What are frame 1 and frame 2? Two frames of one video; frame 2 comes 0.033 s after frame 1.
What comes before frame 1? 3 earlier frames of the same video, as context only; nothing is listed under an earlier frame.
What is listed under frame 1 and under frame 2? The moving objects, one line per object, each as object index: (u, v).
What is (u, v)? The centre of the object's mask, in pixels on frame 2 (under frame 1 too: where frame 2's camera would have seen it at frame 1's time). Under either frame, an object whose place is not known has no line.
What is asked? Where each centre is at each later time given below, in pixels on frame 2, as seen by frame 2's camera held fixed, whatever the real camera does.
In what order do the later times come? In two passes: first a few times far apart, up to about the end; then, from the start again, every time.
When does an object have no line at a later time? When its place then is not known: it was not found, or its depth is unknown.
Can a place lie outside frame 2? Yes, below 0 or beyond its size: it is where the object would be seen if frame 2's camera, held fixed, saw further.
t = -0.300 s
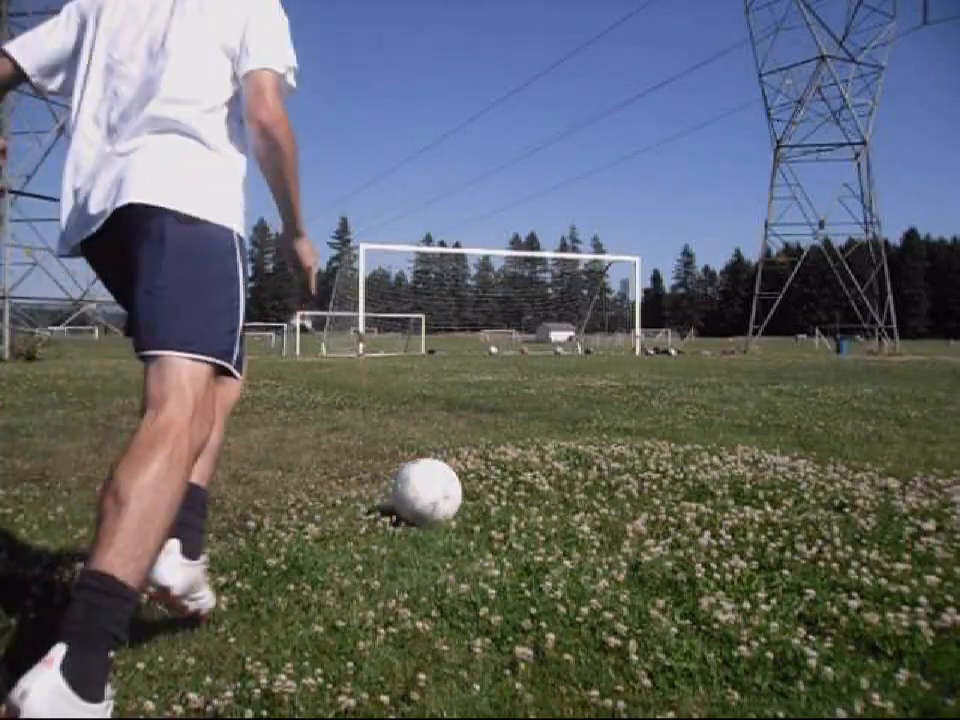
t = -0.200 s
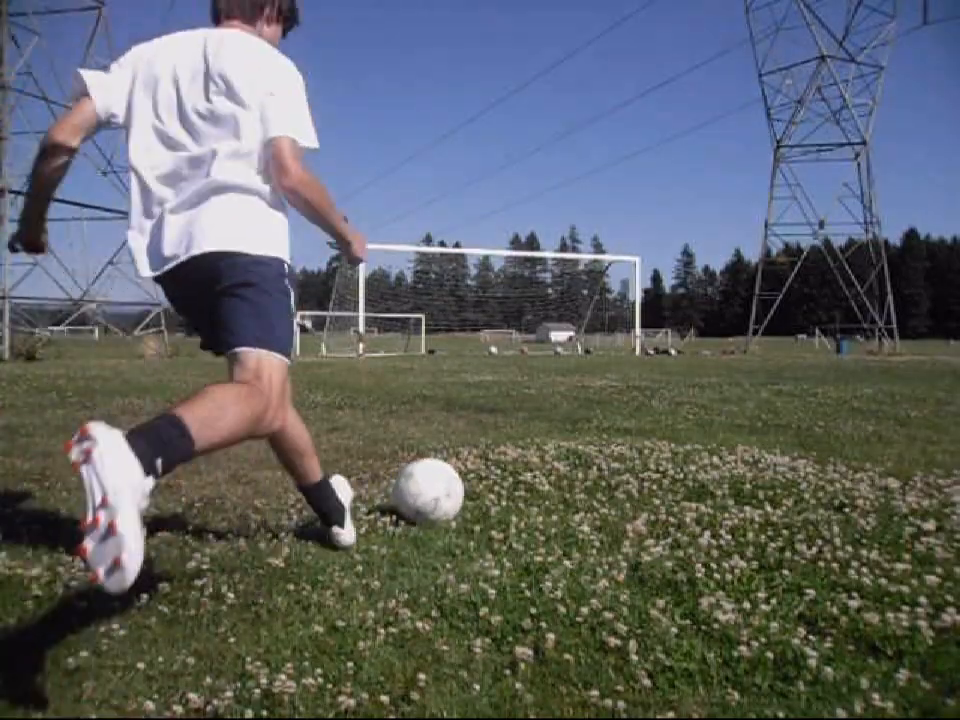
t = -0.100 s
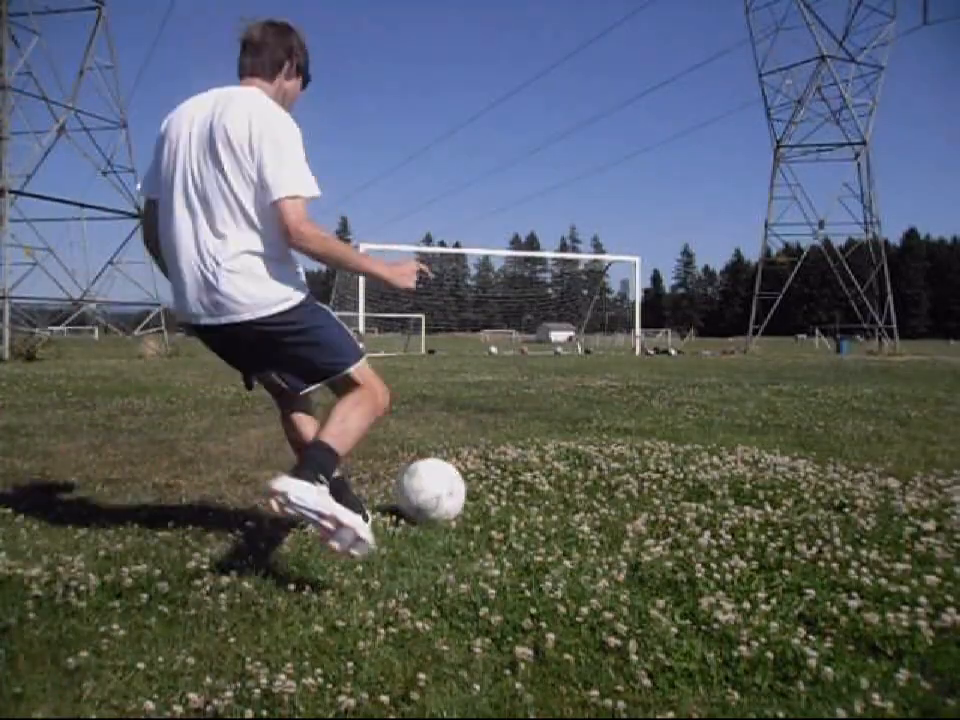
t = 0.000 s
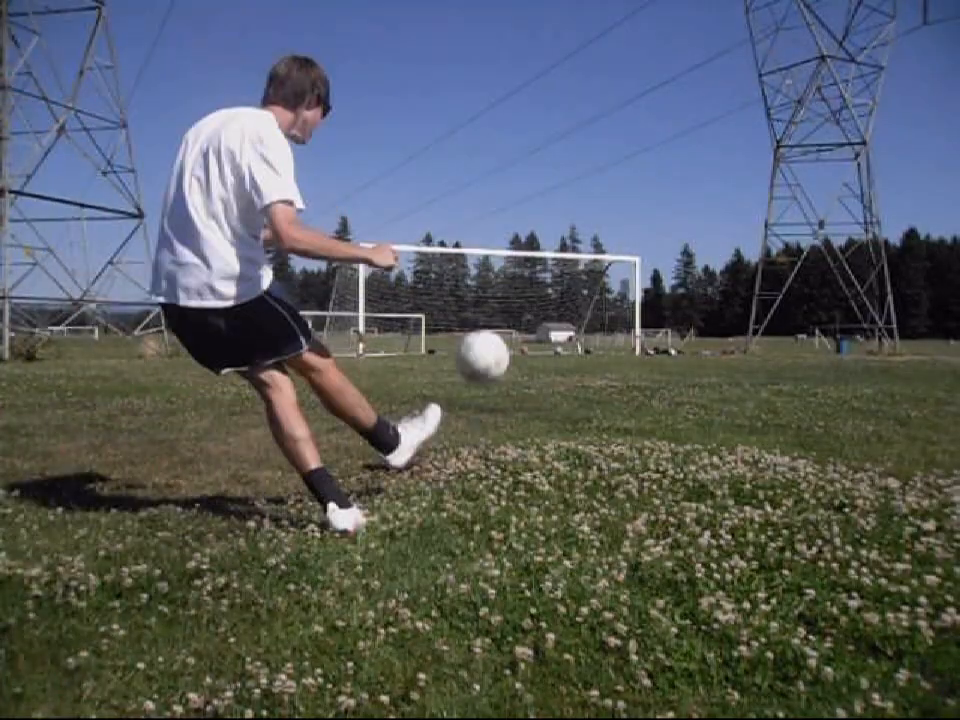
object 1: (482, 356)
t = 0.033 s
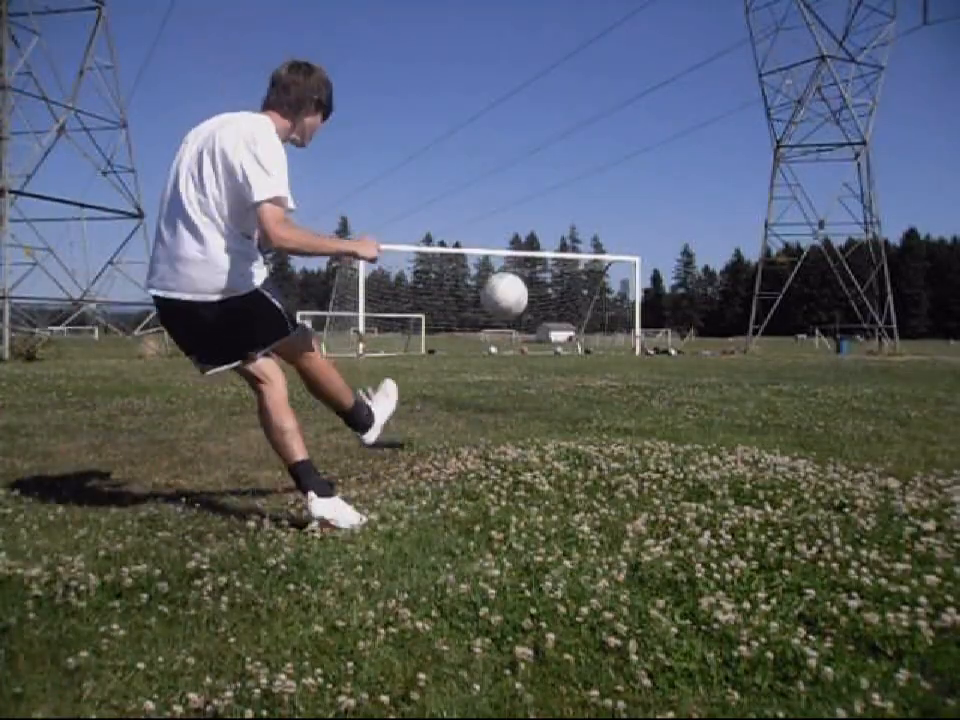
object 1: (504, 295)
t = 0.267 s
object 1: (575, 131)
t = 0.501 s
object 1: (602, 108)
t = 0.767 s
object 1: (617, 127)
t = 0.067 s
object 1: (521, 249)
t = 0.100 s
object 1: (534, 216)
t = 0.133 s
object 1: (545, 190)
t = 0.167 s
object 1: (554, 170)
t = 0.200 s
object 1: (562, 153)
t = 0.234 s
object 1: (569, 141)
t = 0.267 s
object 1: (575, 131)
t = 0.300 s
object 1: (580, 123)
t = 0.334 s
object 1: (585, 118)
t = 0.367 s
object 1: (589, 113)
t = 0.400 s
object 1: (593, 111)
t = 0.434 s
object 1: (596, 109)
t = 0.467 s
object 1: (600, 109)
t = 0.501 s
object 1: (602, 108)
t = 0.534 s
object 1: (605, 109)
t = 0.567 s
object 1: (607, 111)
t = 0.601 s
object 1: (610, 112)
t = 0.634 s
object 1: (612, 115)
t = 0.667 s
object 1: (613, 117)
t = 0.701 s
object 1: (615, 120)
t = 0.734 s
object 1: (616, 123)
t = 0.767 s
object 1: (617, 127)
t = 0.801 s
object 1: (618, 131)
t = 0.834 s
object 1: (619, 135)
